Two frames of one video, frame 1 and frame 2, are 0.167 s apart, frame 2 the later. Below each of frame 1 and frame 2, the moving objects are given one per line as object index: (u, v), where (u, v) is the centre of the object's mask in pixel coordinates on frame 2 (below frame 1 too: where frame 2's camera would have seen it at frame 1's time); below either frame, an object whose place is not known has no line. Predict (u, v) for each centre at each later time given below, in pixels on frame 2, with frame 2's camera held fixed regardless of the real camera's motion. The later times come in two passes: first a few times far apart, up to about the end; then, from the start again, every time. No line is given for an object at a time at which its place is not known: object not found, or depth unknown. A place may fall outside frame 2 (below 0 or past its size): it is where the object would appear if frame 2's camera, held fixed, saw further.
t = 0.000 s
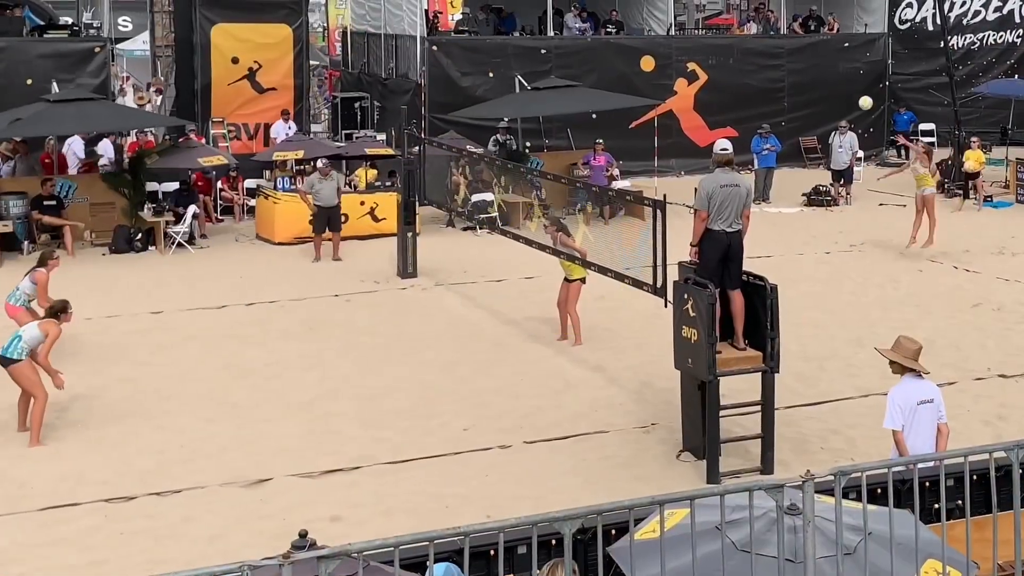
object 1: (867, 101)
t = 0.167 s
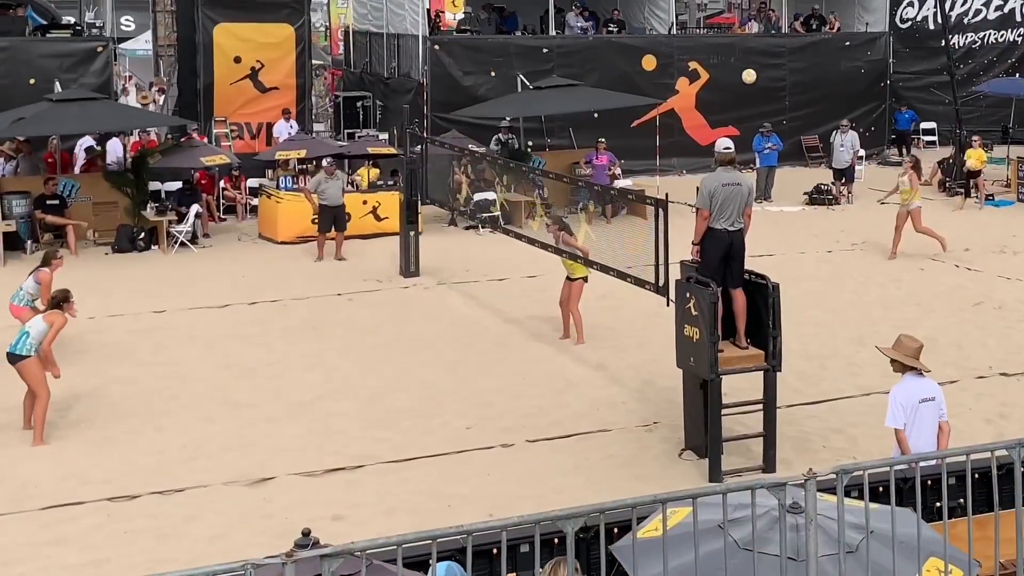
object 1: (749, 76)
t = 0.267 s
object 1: (675, 70)
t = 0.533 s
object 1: (469, 95)
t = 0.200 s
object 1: (724, 73)
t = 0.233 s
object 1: (700, 71)
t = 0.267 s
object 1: (675, 70)
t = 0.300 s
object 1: (651, 69)
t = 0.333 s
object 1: (625, 70)
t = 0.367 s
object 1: (600, 71)
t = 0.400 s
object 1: (574, 74)
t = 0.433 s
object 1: (548, 78)
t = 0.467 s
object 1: (522, 83)
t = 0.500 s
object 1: (496, 88)
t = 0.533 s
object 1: (469, 95)
